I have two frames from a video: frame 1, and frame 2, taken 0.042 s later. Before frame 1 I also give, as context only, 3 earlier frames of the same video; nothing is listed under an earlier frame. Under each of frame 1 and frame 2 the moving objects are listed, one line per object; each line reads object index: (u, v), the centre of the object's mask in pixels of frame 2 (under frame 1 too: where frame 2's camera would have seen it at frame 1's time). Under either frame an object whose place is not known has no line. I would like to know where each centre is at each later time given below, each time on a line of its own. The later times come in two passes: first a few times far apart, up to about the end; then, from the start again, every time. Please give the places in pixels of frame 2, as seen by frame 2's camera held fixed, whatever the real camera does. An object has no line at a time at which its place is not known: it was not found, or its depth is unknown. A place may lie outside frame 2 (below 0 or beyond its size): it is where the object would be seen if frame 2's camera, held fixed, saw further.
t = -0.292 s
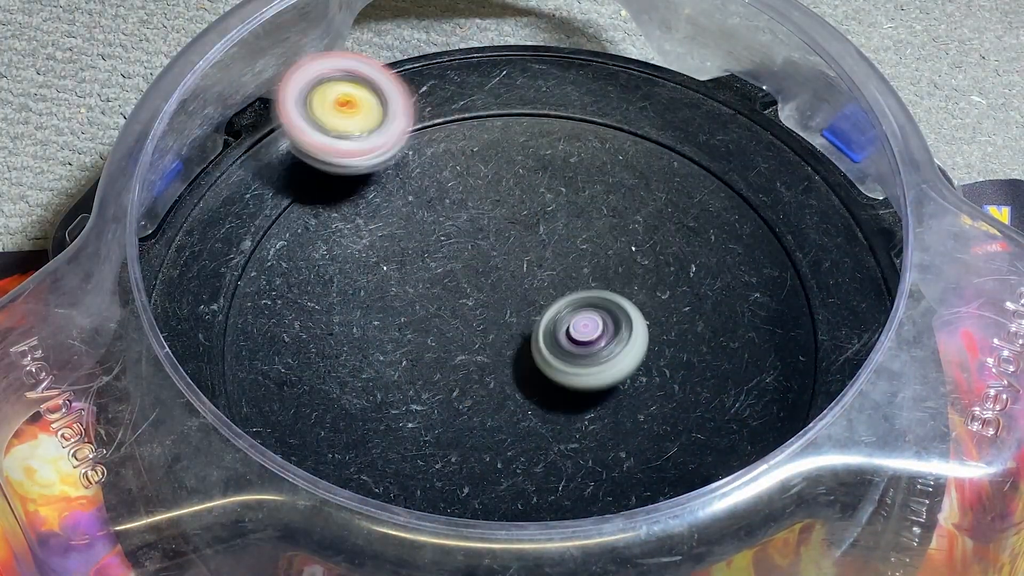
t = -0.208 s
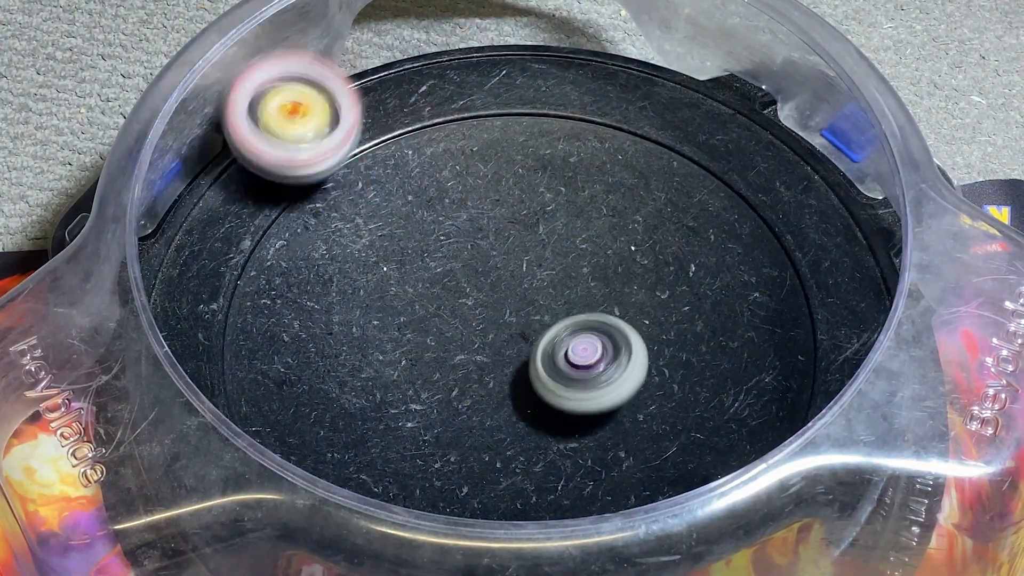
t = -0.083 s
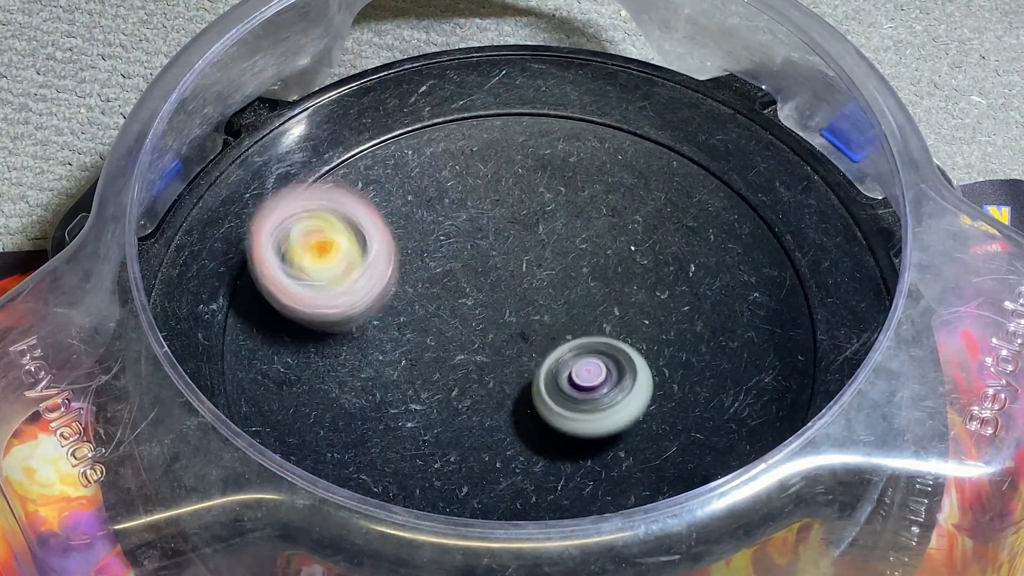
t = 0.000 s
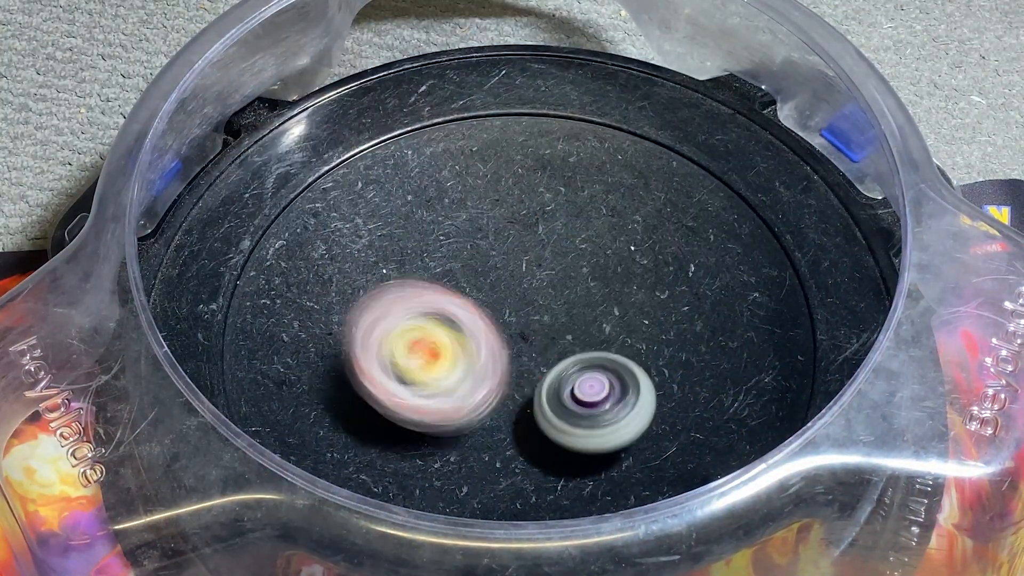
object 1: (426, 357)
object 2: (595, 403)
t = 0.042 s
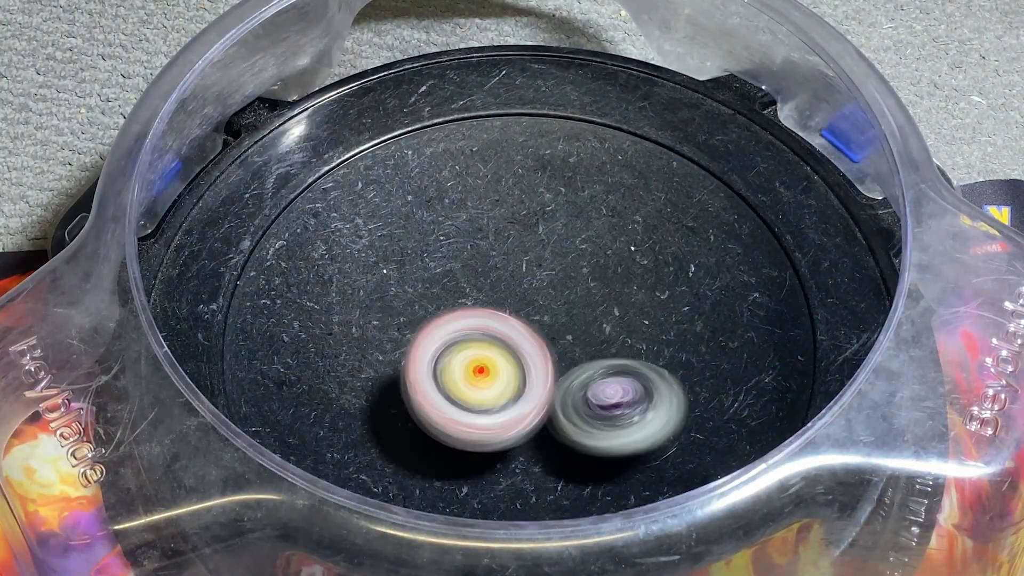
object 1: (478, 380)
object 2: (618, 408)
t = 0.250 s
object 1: (578, 350)
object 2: (763, 388)
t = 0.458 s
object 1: (410, 143)
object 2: (739, 323)
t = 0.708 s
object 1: (270, 295)
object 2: (571, 283)
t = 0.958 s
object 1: (711, 421)
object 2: (426, 298)
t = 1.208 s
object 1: (712, 101)
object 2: (352, 348)
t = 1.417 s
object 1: (358, 83)
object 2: (394, 381)
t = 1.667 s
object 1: (366, 481)
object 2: (443, 354)
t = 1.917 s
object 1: (767, 411)
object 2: (469, 309)
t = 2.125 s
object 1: (757, 149)
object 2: (480, 284)
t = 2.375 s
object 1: (384, 62)
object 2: (497, 275)
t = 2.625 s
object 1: (276, 400)
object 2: (521, 274)
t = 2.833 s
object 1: (631, 476)
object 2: (544, 278)
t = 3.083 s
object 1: (717, 117)
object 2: (564, 291)
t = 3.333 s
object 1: (378, 62)
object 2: (578, 310)
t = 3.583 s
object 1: (406, 407)
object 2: (582, 339)
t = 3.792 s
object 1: (663, 510)
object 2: (577, 349)
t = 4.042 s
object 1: (847, 352)
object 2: (551, 358)
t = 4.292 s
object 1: (588, 216)
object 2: (523, 361)
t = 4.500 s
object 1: (321, 293)
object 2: (504, 355)
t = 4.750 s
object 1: (335, 503)
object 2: (483, 343)
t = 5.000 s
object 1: (623, 398)
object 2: (473, 327)
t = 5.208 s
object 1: (571, 177)
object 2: (468, 314)
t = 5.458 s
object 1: (344, 152)
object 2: (480, 299)
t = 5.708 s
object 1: (449, 375)
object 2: (498, 283)
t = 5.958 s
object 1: (723, 269)
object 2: (515, 288)
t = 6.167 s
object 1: (630, 121)
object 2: (535, 293)
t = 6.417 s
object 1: (410, 276)
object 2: (554, 303)
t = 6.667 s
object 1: (529, 473)
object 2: (566, 317)
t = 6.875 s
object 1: (740, 402)
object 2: (564, 331)
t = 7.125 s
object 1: (583, 220)
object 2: (552, 346)
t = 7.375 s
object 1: (307, 245)
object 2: (534, 357)
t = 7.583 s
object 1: (295, 412)
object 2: (517, 359)
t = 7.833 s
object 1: (598, 405)
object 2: (493, 349)
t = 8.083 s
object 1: (655, 178)
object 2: (484, 340)
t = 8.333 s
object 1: (439, 116)
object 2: (479, 323)
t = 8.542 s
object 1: (352, 295)
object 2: (504, 311)
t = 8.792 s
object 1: (494, 465)
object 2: (602, 280)
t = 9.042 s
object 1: (746, 385)
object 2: (607, 234)
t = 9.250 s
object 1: (699, 219)
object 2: (574, 242)
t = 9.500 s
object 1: (513, 165)
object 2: (499, 295)
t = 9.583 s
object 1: (453, 208)
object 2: (495, 317)
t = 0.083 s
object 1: (501, 398)
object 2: (667, 413)
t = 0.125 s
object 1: (528, 399)
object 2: (704, 414)
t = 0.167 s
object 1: (559, 395)
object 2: (725, 405)
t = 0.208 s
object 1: (588, 382)
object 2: (730, 395)
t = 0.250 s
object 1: (578, 350)
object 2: (763, 388)
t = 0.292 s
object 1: (558, 304)
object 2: (788, 376)
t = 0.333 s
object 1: (534, 255)
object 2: (793, 364)
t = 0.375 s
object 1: (500, 209)
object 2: (783, 351)
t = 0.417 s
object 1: (459, 172)
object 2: (763, 336)
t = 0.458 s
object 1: (410, 143)
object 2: (739, 323)
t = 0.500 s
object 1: (362, 127)
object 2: (712, 312)
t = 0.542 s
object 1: (317, 126)
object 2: (681, 302)
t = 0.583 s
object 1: (270, 135)
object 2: (652, 294)
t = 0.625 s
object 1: (250, 174)
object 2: (625, 289)
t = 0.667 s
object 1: (252, 230)
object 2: (597, 285)
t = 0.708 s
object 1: (270, 295)
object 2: (571, 283)
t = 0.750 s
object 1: (311, 361)
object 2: (544, 282)
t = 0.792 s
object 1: (376, 416)
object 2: (517, 282)
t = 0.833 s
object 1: (458, 449)
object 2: (492, 284)
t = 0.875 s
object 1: (547, 460)
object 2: (470, 289)
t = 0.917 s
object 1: (633, 450)
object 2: (447, 294)
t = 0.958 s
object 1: (711, 421)
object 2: (426, 298)
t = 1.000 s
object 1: (776, 375)
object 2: (406, 304)
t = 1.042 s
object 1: (816, 317)
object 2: (390, 312)
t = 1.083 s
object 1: (839, 257)
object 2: (375, 320)
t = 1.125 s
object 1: (818, 200)
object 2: (362, 328)
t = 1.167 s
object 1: (768, 145)
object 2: (356, 337)
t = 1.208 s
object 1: (712, 101)
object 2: (352, 348)
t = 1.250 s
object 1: (646, 68)
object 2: (350, 358)
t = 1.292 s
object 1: (571, 51)
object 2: (355, 369)
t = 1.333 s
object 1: (495, 46)
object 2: (365, 376)
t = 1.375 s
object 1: (418, 49)
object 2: (379, 380)
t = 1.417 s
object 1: (358, 83)
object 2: (394, 381)
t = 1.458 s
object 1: (322, 148)
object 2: (405, 379)
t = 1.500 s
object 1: (294, 219)
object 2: (415, 374)
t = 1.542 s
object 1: (283, 288)
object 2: (424, 369)
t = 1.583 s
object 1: (292, 359)
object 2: (431, 364)
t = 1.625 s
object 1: (322, 421)
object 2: (438, 359)
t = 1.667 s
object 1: (366, 481)
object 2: (443, 354)
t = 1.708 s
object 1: (430, 521)
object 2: (449, 349)
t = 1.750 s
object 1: (508, 535)
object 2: (452, 343)
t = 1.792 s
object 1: (590, 543)
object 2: (454, 337)
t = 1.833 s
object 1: (653, 484)
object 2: (457, 328)
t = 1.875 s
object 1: (720, 451)
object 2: (462, 319)
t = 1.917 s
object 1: (767, 411)
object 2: (469, 309)
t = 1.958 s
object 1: (803, 362)
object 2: (474, 300)
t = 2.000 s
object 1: (822, 312)
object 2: (476, 293)
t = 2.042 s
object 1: (822, 254)
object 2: (476, 289)
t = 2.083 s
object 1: (797, 199)
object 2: (478, 286)
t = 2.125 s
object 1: (757, 149)
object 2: (480, 284)
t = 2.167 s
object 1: (707, 109)
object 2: (483, 282)
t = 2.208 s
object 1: (648, 79)
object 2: (486, 280)
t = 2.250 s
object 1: (584, 60)
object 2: (489, 278)
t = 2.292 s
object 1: (518, 52)
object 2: (491, 277)
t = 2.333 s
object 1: (452, 53)
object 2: (494, 276)
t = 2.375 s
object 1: (384, 62)
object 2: (497, 275)
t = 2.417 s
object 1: (331, 100)
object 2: (501, 275)
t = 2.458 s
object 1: (291, 148)
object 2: (504, 275)
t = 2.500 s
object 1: (261, 206)
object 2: (508, 275)
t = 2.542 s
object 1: (247, 276)
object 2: (512, 274)
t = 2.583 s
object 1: (253, 342)
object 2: (516, 274)
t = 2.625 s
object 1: (276, 400)
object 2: (521, 274)
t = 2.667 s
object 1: (315, 456)
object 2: (525, 274)
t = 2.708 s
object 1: (374, 504)
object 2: (530, 275)
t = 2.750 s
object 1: (454, 518)
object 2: (534, 276)
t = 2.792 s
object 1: (546, 518)
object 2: (539, 278)
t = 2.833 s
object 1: (631, 476)
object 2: (544, 278)
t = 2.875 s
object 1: (704, 443)
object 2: (549, 279)
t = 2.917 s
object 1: (766, 388)
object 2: (553, 281)
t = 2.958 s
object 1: (802, 320)
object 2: (557, 283)
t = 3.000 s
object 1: (799, 239)
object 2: (559, 285)
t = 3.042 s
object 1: (763, 169)
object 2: (562, 288)
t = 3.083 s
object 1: (717, 117)
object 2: (564, 291)
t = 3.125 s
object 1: (665, 79)
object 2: (567, 294)
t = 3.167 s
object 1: (606, 57)
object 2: (570, 297)
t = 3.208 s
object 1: (547, 49)
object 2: (572, 300)
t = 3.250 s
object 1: (486, 45)
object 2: (574, 303)
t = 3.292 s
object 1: (425, 46)
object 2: (575, 305)
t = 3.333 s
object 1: (378, 62)
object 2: (578, 310)
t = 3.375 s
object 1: (369, 118)
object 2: (577, 312)
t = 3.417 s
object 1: (356, 183)
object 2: (578, 314)
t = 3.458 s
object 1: (350, 244)
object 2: (579, 319)
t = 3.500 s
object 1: (356, 303)
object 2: (579, 327)
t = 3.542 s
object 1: (376, 357)
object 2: (580, 334)
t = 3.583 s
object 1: (406, 407)
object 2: (582, 339)
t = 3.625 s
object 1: (446, 445)
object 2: (584, 344)
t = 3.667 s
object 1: (495, 467)
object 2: (585, 345)
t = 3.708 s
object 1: (548, 504)
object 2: (583, 346)
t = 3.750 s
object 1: (606, 515)
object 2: (581, 347)
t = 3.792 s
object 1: (663, 510)
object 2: (577, 349)
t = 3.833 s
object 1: (726, 502)
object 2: (573, 350)
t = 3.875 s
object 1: (780, 495)
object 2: (569, 351)
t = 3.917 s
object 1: (832, 469)
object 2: (565, 353)
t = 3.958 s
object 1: (847, 432)
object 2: (560, 355)
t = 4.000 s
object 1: (851, 384)
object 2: (556, 357)
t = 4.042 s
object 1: (847, 352)
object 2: (551, 358)
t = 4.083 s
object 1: (818, 316)
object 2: (546, 358)
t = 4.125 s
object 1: (798, 289)
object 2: (542, 359)
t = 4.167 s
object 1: (755, 260)
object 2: (537, 360)
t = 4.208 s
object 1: (704, 236)
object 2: (532, 361)
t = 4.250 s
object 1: (649, 221)
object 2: (527, 361)
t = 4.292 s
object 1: (588, 216)
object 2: (523, 361)
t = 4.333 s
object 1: (528, 218)
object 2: (519, 360)
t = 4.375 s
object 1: (471, 228)
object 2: (515, 359)
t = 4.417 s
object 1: (415, 243)
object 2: (511, 358)
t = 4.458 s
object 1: (365, 265)
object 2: (507, 357)
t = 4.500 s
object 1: (321, 293)
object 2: (504, 355)
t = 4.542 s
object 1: (286, 326)
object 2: (501, 354)
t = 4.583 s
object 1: (266, 361)
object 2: (497, 352)
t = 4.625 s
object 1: (258, 398)
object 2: (494, 350)
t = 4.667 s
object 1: (274, 439)
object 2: (490, 348)
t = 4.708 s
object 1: (298, 476)
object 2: (487, 346)
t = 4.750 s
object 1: (335, 503)
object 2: (483, 343)
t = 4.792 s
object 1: (383, 513)
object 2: (480, 341)
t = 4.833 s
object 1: (440, 516)
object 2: (478, 338)
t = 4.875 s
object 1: (506, 504)
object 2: (476, 335)
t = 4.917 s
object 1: (557, 468)
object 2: (475, 333)
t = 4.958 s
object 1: (597, 442)
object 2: (474, 330)
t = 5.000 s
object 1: (623, 398)
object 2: (473, 327)
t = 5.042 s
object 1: (635, 351)
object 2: (471, 324)
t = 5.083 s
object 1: (632, 303)
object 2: (471, 322)
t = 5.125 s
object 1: (620, 257)
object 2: (470, 319)
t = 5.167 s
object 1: (600, 215)
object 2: (468, 316)
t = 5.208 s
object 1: (571, 177)
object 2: (468, 314)
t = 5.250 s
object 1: (537, 146)
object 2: (469, 311)
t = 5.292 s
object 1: (497, 120)
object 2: (470, 309)
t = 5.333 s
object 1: (453, 104)
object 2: (472, 306)
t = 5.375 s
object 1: (411, 98)
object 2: (474, 304)
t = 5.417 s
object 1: (375, 118)
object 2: (477, 302)
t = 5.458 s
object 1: (344, 152)
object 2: (480, 299)
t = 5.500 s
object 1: (317, 188)
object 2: (482, 298)
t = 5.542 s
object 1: (308, 235)
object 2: (484, 296)
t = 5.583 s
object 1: (320, 280)
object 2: (486, 295)
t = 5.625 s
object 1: (350, 323)
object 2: (489, 292)
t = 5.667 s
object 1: (395, 355)
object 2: (494, 289)
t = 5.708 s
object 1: (449, 375)
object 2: (498, 283)
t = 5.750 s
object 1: (507, 385)
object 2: (497, 280)
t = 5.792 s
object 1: (563, 381)
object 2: (499, 285)
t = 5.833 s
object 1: (617, 363)
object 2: (505, 288)
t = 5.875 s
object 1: (663, 338)
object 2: (508, 288)
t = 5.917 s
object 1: (700, 305)
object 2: (512, 288)
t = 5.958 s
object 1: (723, 269)
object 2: (515, 288)
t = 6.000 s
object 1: (735, 228)
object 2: (519, 288)
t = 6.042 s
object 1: (732, 188)
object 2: (523, 289)
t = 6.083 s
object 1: (715, 154)
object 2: (527, 290)
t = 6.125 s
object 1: (675, 133)
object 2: (531, 291)
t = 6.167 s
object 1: (630, 121)
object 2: (535, 293)
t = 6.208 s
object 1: (579, 122)
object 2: (538, 294)
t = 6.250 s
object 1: (530, 138)
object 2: (541, 296)
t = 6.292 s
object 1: (486, 165)
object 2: (545, 297)
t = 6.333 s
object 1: (452, 196)
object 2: (549, 299)
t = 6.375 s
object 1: (426, 236)
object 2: (551, 301)
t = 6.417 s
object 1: (410, 276)
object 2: (554, 303)
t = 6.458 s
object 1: (404, 319)
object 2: (557, 305)
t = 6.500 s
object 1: (408, 361)
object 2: (559, 307)
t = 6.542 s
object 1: (423, 403)
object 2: (562, 309)
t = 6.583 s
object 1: (450, 438)
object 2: (563, 312)
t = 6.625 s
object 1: (486, 461)
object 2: (565, 315)
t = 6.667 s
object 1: (529, 473)
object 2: (566, 317)
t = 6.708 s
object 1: (577, 476)
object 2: (566, 320)
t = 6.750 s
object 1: (627, 470)
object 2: (566, 323)
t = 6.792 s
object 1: (674, 454)
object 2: (566, 326)
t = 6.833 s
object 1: (714, 429)
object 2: (565, 328)
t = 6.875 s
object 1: (740, 402)
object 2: (564, 331)
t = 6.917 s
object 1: (747, 368)
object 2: (563, 333)
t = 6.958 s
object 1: (735, 326)
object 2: (561, 336)
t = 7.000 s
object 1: (708, 289)
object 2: (559, 339)
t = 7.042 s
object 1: (672, 260)
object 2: (557, 341)
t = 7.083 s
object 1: (628, 238)
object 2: (555, 344)
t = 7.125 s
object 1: (583, 220)
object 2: (552, 346)
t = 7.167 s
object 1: (537, 210)
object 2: (549, 348)
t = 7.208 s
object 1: (487, 205)
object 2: (546, 350)
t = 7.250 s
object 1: (439, 205)
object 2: (543, 352)
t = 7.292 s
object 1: (392, 212)
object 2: (540, 354)
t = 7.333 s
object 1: (347, 225)
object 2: (537, 355)
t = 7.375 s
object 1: (307, 245)
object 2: (534, 357)
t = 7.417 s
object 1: (276, 271)
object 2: (530, 358)
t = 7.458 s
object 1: (257, 304)
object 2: (527, 359)
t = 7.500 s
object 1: (253, 341)
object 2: (524, 359)
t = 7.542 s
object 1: (266, 377)
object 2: (521, 359)
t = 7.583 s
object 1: (295, 412)
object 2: (517, 359)
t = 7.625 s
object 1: (344, 432)
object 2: (514, 359)
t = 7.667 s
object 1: (399, 449)
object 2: (511, 358)
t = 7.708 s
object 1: (454, 455)
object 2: (508, 356)
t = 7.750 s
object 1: (509, 450)
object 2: (504, 348)
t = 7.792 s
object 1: (557, 432)
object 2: (495, 346)
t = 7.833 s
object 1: (598, 405)
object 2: (493, 349)
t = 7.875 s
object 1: (628, 371)
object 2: (495, 351)
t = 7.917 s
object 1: (649, 334)
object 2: (494, 349)
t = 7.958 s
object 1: (665, 294)
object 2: (491, 347)
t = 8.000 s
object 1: (670, 255)
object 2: (488, 345)
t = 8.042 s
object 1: (667, 215)
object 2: (486, 343)
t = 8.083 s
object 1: (655, 178)
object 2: (484, 340)
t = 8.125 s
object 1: (634, 145)
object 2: (482, 338)
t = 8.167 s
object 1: (604, 118)
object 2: (481, 335)
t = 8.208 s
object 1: (569, 97)
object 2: (480, 332)
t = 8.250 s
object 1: (527, 90)
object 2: (479, 329)
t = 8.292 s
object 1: (480, 98)
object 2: (479, 326)
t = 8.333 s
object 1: (439, 116)
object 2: (479, 323)
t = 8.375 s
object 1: (405, 143)
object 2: (479, 320)
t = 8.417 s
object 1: (381, 179)
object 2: (480, 317)
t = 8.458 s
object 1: (366, 219)
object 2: (480, 314)
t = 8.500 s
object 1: (363, 258)
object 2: (481, 311)
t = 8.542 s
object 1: (352, 295)
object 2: (504, 311)
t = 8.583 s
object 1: (344, 331)
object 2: (539, 313)
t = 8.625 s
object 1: (355, 366)
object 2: (566, 313)
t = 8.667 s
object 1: (379, 402)
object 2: (582, 309)
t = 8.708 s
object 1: (409, 432)
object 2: (590, 301)
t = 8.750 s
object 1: (449, 453)
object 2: (596, 291)
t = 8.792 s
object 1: (494, 465)
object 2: (602, 280)
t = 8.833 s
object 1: (543, 470)
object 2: (608, 269)
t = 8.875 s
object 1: (592, 468)
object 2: (610, 259)
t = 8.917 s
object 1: (640, 458)
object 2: (612, 248)
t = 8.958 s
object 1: (682, 439)
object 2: (612, 239)
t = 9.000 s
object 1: (720, 414)
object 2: (609, 235)
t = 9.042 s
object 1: (746, 385)
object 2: (607, 234)
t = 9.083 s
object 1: (758, 350)
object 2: (604, 234)
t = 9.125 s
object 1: (754, 310)
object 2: (601, 236)
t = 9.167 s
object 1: (739, 275)
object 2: (597, 238)
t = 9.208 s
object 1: (715, 243)
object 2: (591, 241)
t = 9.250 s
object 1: (699, 219)
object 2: (574, 242)
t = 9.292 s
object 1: (683, 200)
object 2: (553, 243)
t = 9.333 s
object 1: (656, 180)
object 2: (537, 248)
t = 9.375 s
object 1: (621, 168)
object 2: (528, 254)
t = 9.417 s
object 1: (585, 164)
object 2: (519, 264)
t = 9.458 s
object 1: (550, 158)
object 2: (506, 280)
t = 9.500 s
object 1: (513, 165)
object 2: (499, 295)
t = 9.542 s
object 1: (479, 182)
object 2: (495, 307)
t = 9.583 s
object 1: (453, 208)
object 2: (495, 317)
